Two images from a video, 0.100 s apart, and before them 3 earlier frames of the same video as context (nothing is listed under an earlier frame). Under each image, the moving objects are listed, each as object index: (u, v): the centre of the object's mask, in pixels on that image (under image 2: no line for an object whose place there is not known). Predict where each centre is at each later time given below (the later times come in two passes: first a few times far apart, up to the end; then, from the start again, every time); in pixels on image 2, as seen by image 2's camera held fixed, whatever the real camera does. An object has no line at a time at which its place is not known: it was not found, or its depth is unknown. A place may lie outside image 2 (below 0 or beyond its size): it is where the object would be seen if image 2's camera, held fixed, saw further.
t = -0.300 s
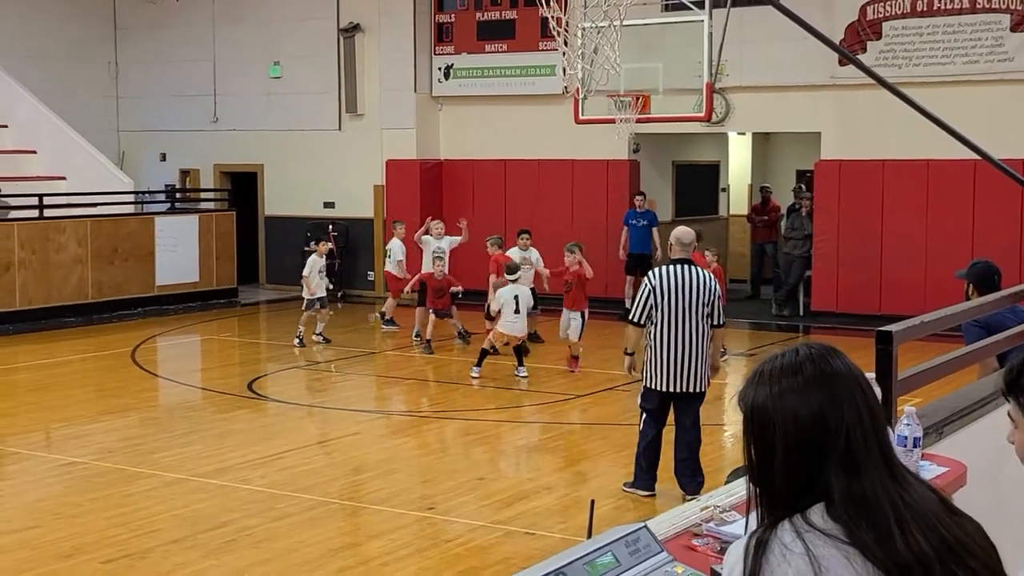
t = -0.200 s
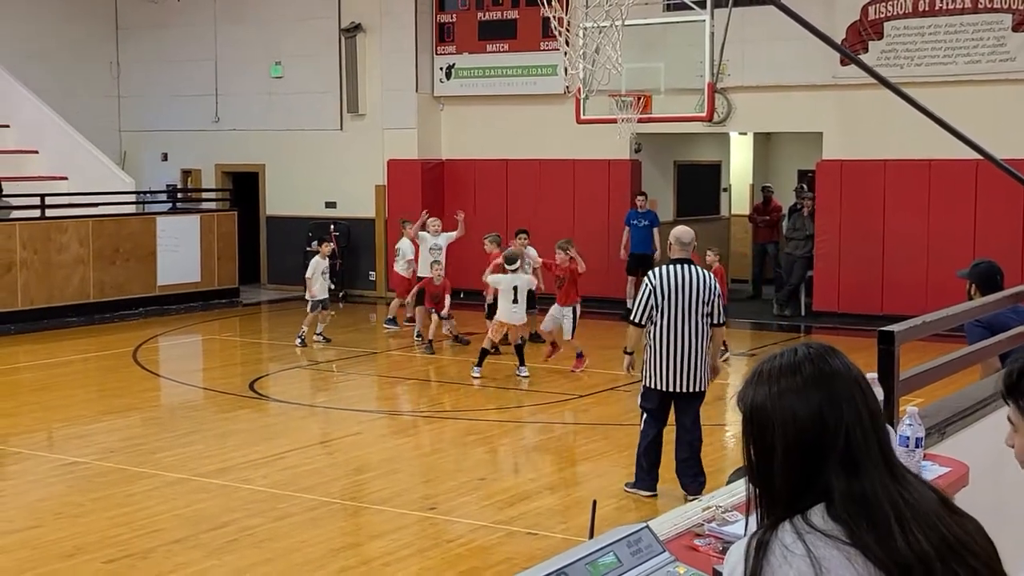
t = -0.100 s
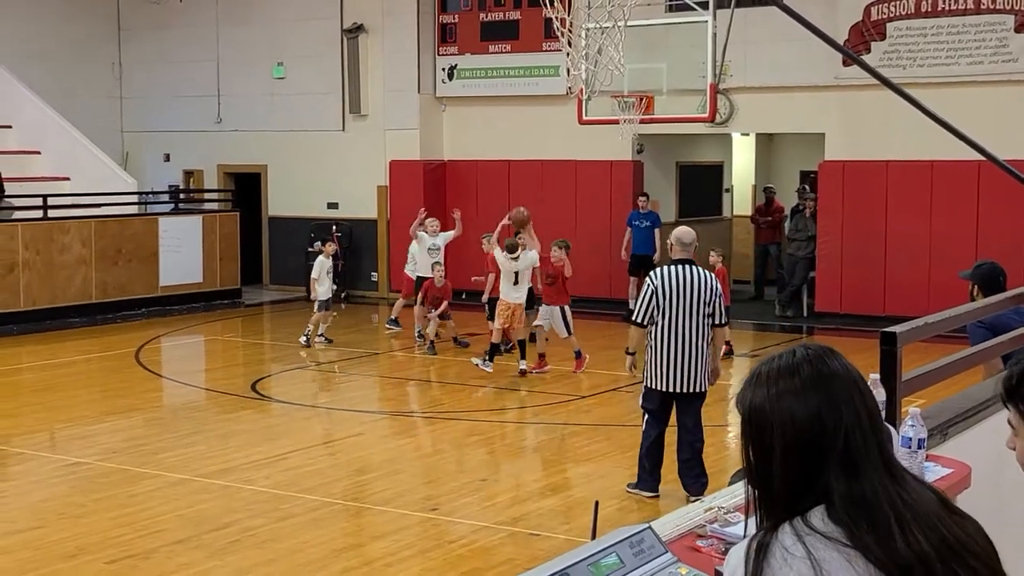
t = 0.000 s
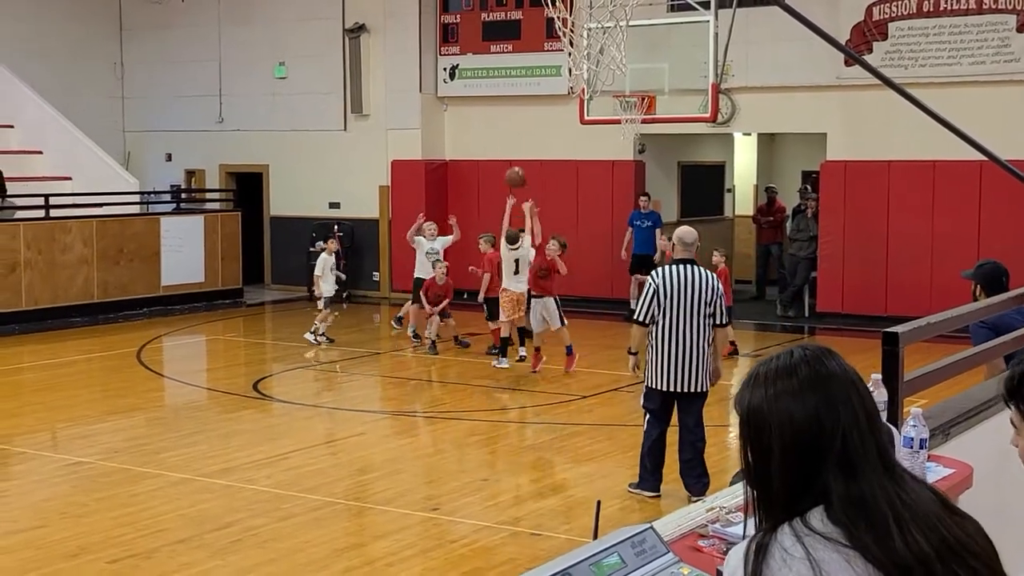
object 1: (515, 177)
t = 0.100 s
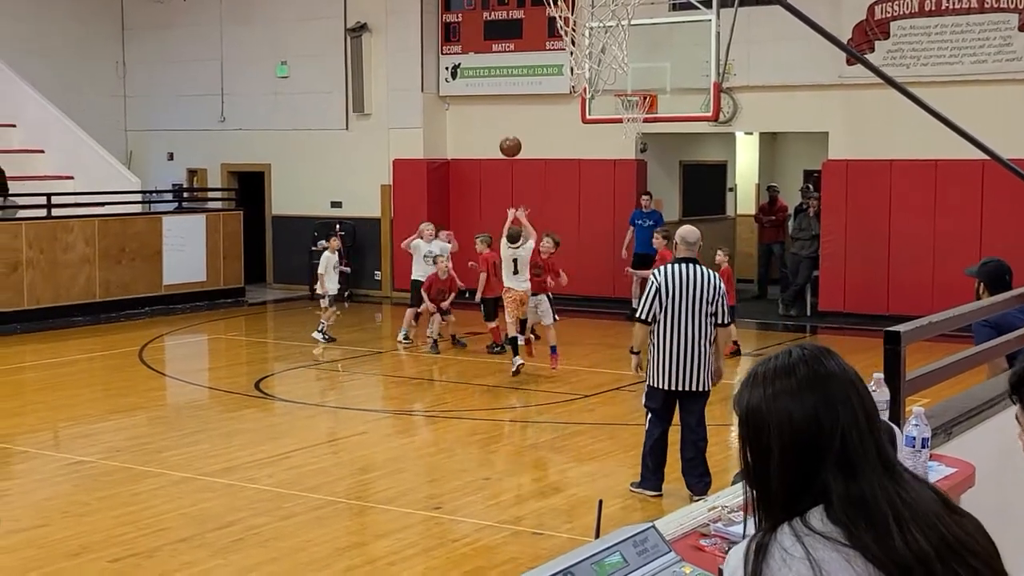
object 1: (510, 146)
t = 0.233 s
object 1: (501, 121)
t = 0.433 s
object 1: (488, 115)
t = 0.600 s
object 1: (477, 137)
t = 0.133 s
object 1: (508, 138)
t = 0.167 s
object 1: (506, 131)
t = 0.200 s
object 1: (503, 126)
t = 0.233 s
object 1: (501, 121)
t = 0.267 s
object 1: (499, 118)
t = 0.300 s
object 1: (497, 115)
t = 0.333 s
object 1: (495, 113)
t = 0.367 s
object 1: (492, 113)
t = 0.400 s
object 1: (490, 113)
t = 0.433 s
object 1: (488, 115)
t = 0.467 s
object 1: (486, 117)
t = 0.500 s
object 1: (483, 120)
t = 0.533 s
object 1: (481, 125)
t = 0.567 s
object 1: (479, 130)
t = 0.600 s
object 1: (477, 137)
